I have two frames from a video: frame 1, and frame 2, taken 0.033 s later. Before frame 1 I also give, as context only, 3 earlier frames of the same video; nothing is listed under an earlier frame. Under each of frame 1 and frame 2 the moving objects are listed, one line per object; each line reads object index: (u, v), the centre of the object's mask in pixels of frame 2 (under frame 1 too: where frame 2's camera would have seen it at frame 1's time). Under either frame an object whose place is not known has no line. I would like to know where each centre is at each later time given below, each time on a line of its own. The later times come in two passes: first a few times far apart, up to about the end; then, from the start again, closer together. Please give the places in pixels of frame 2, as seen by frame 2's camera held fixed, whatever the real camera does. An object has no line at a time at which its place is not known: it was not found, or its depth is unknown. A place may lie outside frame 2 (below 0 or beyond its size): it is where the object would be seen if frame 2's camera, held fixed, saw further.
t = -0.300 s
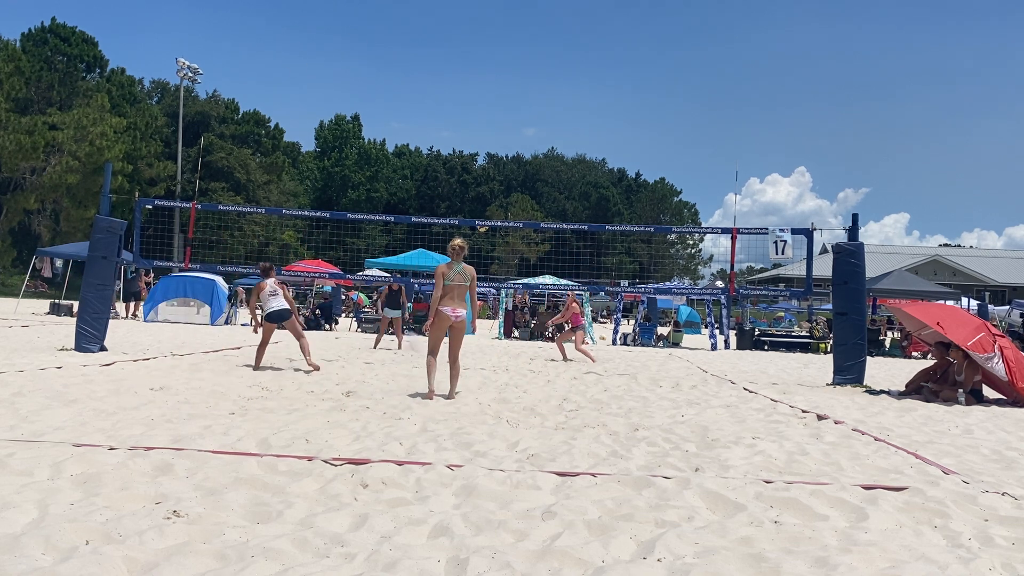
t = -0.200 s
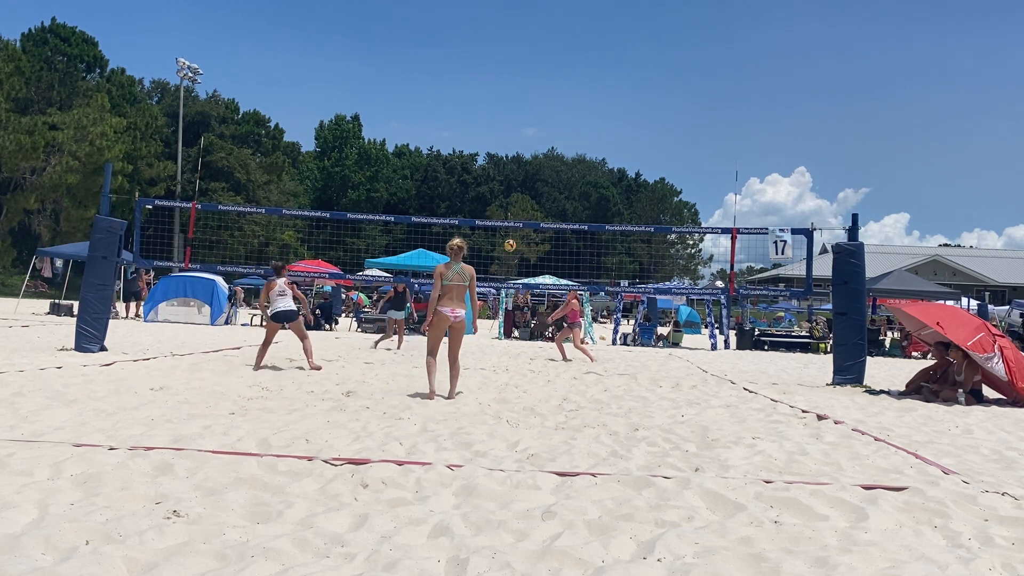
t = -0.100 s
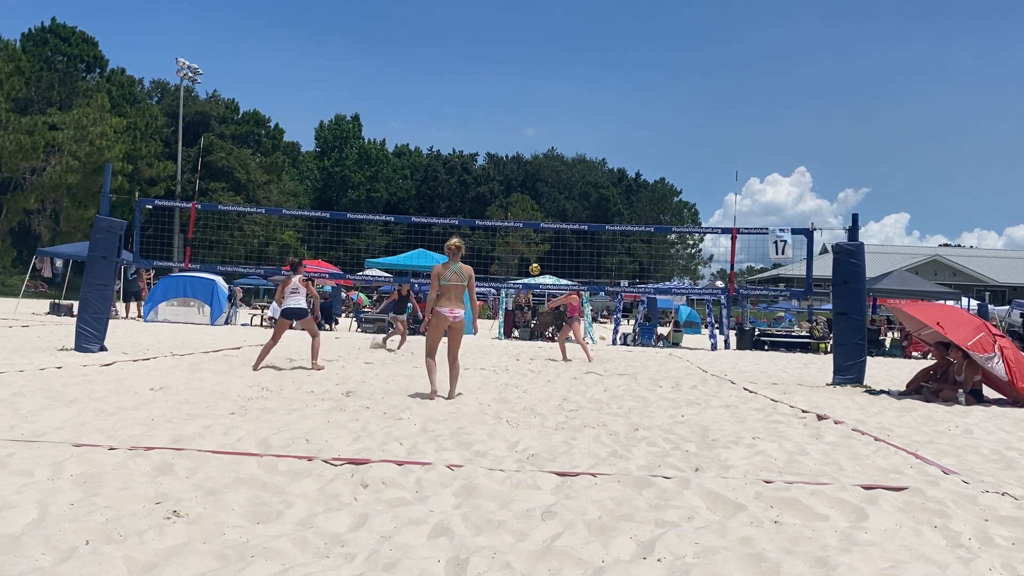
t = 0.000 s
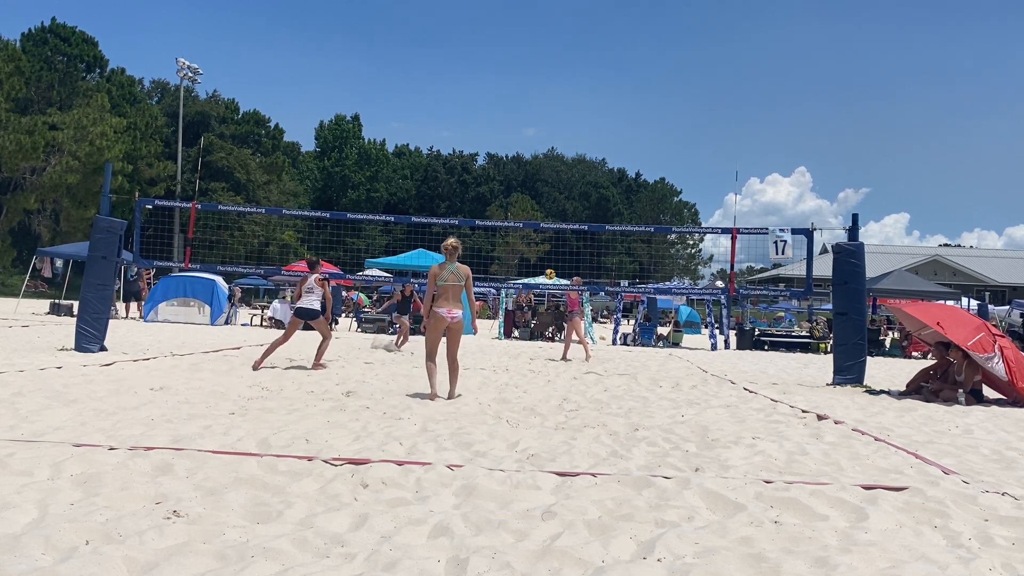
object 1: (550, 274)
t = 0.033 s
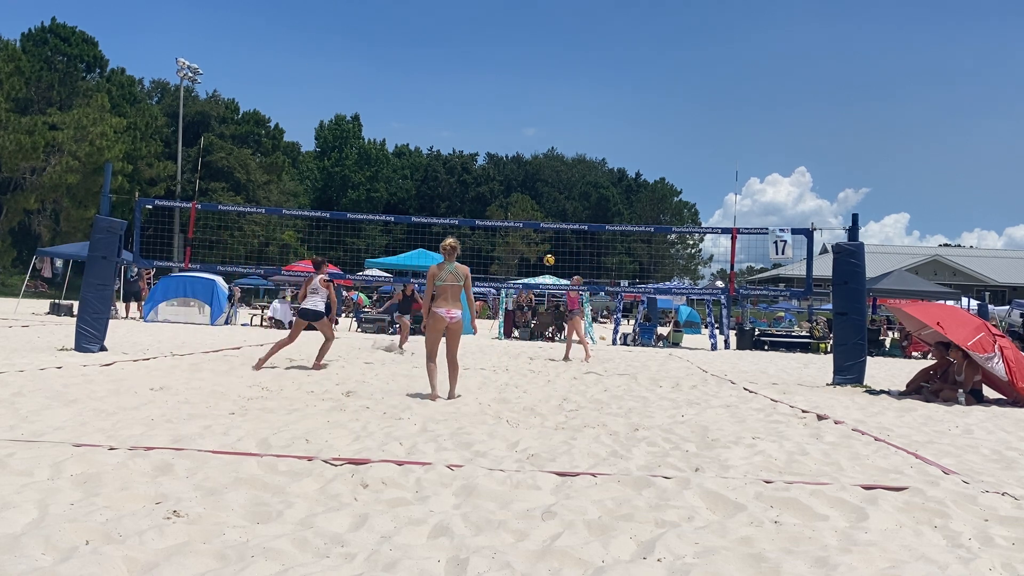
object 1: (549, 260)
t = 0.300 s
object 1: (541, 163)
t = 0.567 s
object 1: (532, 100)
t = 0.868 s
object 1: (522, 74)
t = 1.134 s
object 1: (510, 86)
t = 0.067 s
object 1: (548, 246)
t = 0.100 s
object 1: (547, 233)
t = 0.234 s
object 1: (543, 184)
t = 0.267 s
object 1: (542, 173)
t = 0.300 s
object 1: (541, 163)
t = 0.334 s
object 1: (540, 153)
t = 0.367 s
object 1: (539, 144)
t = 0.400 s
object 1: (538, 135)
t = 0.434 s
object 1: (537, 127)
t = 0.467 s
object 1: (536, 120)
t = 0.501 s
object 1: (535, 113)
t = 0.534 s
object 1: (534, 106)
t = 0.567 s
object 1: (532, 100)
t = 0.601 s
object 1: (531, 95)
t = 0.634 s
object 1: (530, 91)
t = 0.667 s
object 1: (529, 86)
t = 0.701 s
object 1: (527, 83)
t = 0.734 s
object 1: (526, 80)
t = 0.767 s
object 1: (525, 77)
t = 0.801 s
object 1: (524, 75)
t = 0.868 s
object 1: (522, 74)
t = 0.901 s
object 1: (521, 74)
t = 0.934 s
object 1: (519, 74)
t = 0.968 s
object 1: (518, 74)
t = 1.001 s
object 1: (516, 75)
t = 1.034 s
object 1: (515, 77)
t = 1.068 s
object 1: (513, 79)
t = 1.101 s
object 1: (512, 82)
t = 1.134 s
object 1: (510, 86)
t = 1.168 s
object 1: (509, 90)
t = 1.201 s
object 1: (507, 95)
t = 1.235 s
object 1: (505, 100)
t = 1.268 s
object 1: (503, 107)
